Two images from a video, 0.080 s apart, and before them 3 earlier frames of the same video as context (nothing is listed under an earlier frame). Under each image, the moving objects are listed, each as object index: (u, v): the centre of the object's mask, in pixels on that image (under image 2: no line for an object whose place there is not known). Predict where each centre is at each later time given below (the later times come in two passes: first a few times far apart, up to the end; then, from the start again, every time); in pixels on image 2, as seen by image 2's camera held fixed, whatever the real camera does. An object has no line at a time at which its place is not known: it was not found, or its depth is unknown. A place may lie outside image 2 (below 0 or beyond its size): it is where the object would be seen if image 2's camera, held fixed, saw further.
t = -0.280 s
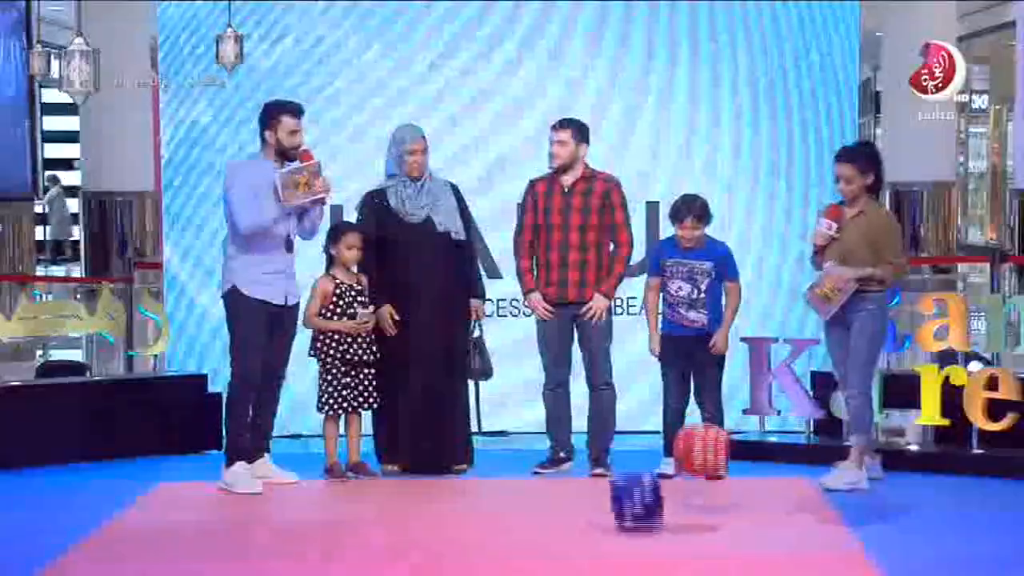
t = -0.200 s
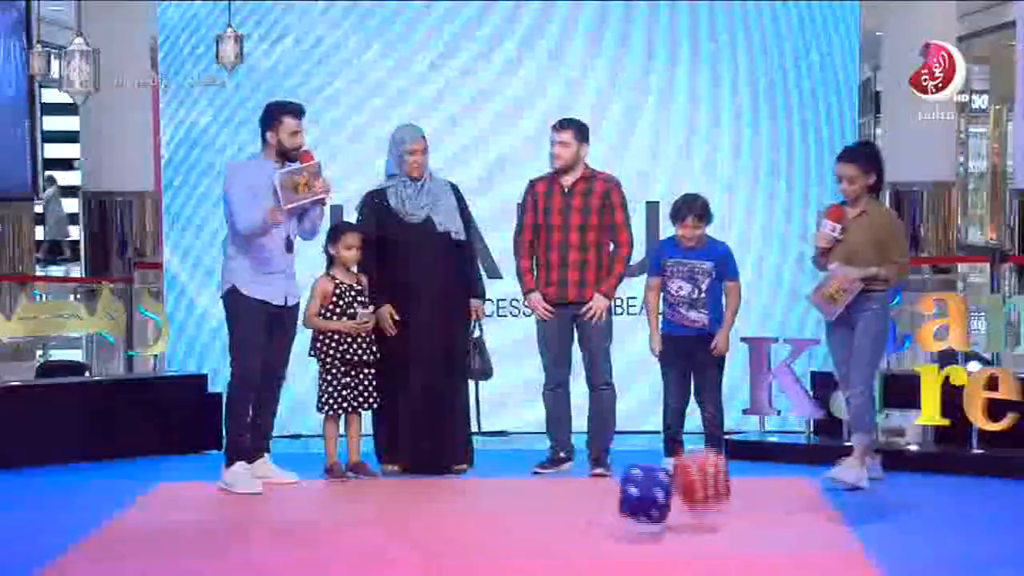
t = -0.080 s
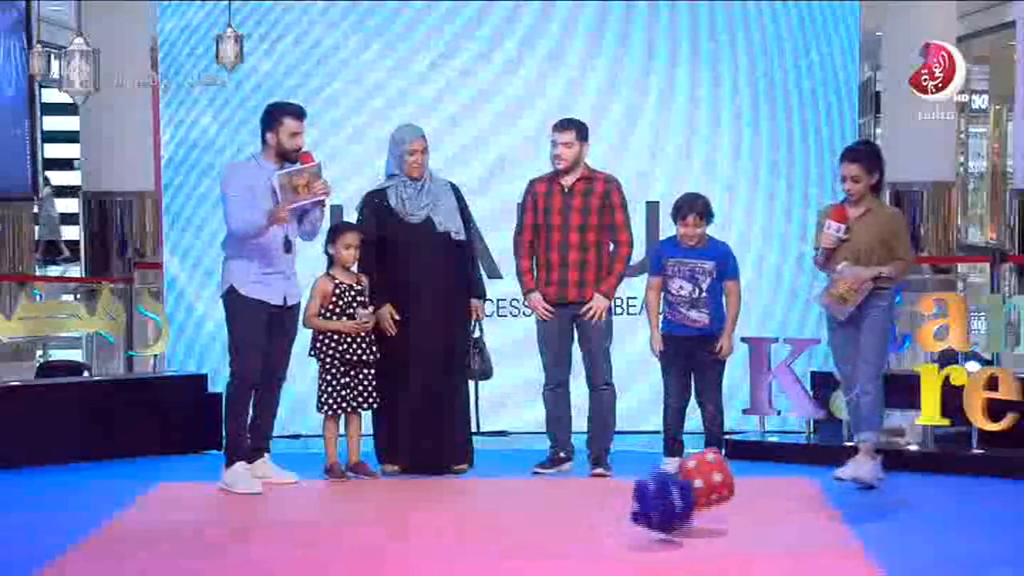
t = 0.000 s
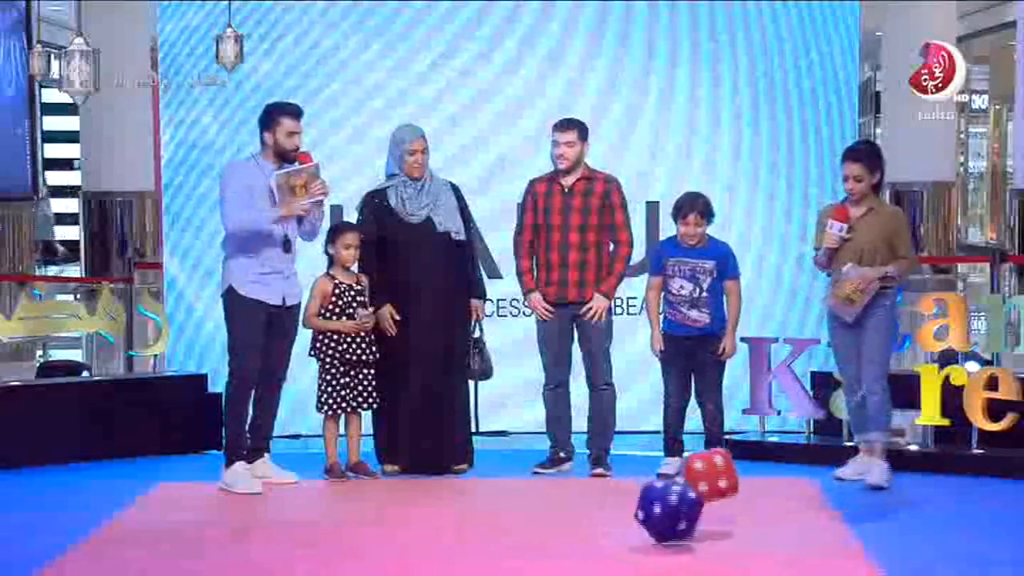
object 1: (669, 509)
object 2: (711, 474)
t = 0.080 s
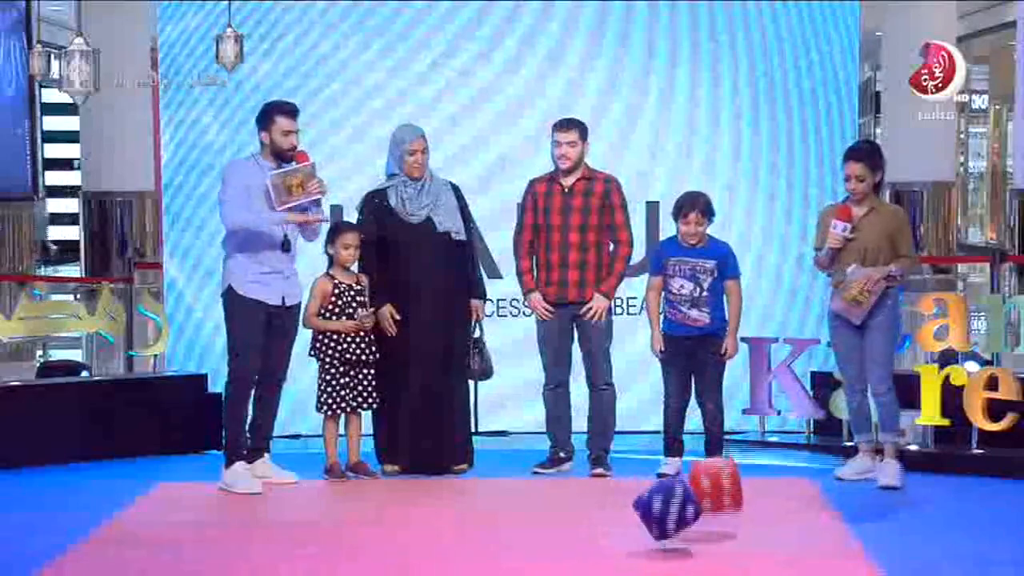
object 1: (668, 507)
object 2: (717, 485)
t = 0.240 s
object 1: (664, 518)
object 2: (723, 492)
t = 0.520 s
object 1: (670, 532)
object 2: (719, 508)
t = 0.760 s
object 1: (688, 538)
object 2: (709, 498)
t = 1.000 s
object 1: (699, 545)
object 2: (706, 498)
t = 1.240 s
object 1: (723, 545)
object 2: (716, 499)
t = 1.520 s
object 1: (746, 548)
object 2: (716, 501)
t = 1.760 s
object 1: (743, 549)
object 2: (710, 500)
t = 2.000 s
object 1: (720, 545)
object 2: (715, 497)
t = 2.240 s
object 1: (739, 550)
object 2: (709, 505)
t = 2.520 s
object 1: (736, 550)
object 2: (717, 502)
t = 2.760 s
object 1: (732, 549)
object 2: (711, 502)
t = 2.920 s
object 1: (732, 551)
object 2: (713, 502)
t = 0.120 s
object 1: (666, 513)
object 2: (719, 496)
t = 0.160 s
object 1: (665, 516)
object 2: (720, 500)
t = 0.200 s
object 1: (664, 515)
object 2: (722, 497)
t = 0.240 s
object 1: (664, 518)
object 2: (723, 492)
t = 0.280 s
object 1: (664, 525)
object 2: (724, 491)
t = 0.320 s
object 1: (664, 530)
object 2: (725, 494)
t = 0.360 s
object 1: (665, 525)
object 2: (728, 503)
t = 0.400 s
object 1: (666, 523)
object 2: (727, 505)
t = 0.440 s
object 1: (666, 526)
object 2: (724, 507)
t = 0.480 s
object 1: (668, 533)
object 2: (722, 510)
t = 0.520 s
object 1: (670, 532)
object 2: (719, 508)
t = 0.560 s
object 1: (673, 529)
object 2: (719, 506)
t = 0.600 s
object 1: (676, 530)
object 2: (717, 503)
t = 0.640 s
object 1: (678, 535)
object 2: (715, 502)
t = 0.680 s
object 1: (682, 541)
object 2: (712, 501)
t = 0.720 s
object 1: (686, 538)
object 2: (710, 499)
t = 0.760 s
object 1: (688, 538)
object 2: (709, 498)
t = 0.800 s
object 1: (690, 538)
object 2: (708, 497)
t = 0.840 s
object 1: (692, 539)
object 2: (707, 498)
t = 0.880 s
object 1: (694, 541)
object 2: (707, 497)
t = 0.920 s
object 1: (695, 544)
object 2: (705, 498)
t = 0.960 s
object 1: (696, 545)
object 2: (706, 498)
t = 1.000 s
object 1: (699, 545)
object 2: (706, 498)
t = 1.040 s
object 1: (703, 546)
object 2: (707, 497)
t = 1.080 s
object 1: (706, 546)
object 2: (708, 498)
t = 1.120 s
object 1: (710, 547)
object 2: (709, 498)
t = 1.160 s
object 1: (715, 547)
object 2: (711, 498)
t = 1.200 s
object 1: (719, 546)
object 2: (713, 498)
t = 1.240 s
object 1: (723, 545)
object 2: (716, 499)
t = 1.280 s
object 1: (726, 545)
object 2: (719, 499)
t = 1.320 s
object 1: (729, 545)
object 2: (719, 499)
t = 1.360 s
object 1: (732, 545)
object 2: (721, 498)
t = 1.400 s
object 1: (736, 545)
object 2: (722, 497)
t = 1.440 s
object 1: (739, 546)
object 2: (721, 498)
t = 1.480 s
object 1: (743, 547)
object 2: (719, 499)
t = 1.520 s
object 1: (746, 548)
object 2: (716, 501)
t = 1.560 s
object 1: (749, 547)
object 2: (713, 501)
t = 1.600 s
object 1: (750, 547)
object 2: (711, 501)
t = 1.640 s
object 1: (750, 546)
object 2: (709, 500)
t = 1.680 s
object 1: (749, 546)
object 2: (709, 500)
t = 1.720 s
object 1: (747, 548)
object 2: (708, 500)
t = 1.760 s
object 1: (743, 549)
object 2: (710, 500)
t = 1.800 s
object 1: (739, 551)
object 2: (712, 500)
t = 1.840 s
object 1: (734, 550)
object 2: (714, 500)
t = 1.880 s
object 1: (728, 549)
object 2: (714, 500)
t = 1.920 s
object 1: (724, 548)
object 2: (716, 498)
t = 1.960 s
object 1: (720, 546)
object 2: (716, 497)
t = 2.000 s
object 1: (720, 545)
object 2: (715, 497)
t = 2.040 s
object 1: (720, 545)
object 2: (714, 498)
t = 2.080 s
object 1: (722, 546)
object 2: (711, 499)
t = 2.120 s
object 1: (724, 547)
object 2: (710, 501)
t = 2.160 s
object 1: (728, 549)
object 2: (709, 503)
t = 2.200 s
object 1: (732, 549)
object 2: (710, 503)
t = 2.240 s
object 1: (739, 550)
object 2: (709, 505)
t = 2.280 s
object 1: (742, 550)
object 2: (709, 506)
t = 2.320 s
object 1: (744, 549)
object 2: (710, 506)
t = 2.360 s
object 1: (744, 549)
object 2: (711, 505)
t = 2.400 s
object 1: (742, 549)
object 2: (713, 505)
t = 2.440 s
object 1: (740, 549)
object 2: (715, 504)
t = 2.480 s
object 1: (738, 550)
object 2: (716, 503)
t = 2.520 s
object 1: (736, 550)
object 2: (717, 502)
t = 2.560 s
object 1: (734, 551)
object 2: (718, 503)
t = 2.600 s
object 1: (734, 551)
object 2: (717, 504)
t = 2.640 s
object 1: (734, 550)
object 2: (716, 503)
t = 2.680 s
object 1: (733, 549)
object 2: (714, 503)
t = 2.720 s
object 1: (733, 549)
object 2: (713, 502)
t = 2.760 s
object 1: (732, 549)
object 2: (711, 502)
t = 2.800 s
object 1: (732, 549)
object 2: (711, 503)
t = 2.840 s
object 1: (731, 551)
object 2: (710, 503)
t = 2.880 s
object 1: (731, 551)
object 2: (711, 503)
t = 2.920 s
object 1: (732, 551)
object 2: (713, 502)
